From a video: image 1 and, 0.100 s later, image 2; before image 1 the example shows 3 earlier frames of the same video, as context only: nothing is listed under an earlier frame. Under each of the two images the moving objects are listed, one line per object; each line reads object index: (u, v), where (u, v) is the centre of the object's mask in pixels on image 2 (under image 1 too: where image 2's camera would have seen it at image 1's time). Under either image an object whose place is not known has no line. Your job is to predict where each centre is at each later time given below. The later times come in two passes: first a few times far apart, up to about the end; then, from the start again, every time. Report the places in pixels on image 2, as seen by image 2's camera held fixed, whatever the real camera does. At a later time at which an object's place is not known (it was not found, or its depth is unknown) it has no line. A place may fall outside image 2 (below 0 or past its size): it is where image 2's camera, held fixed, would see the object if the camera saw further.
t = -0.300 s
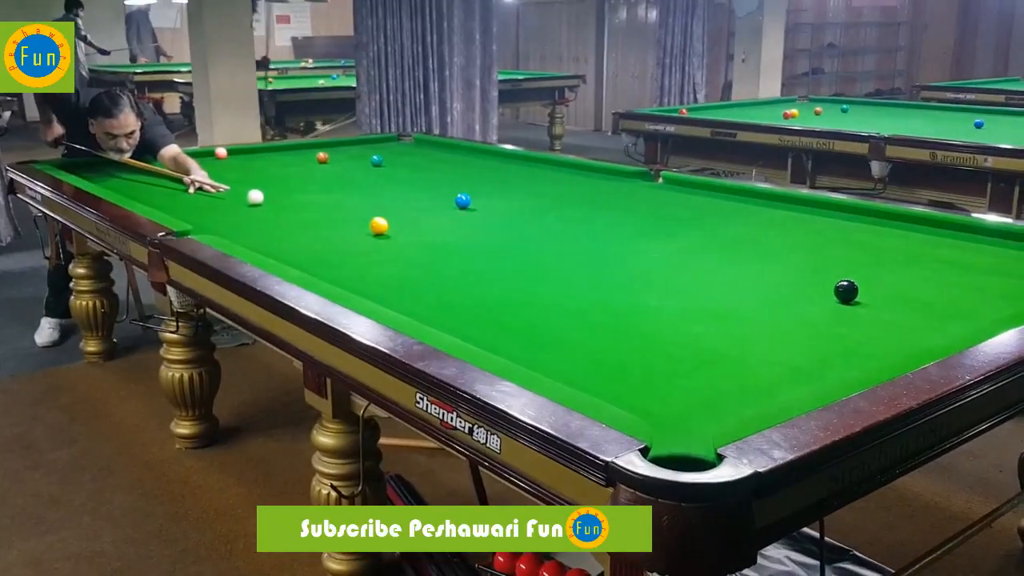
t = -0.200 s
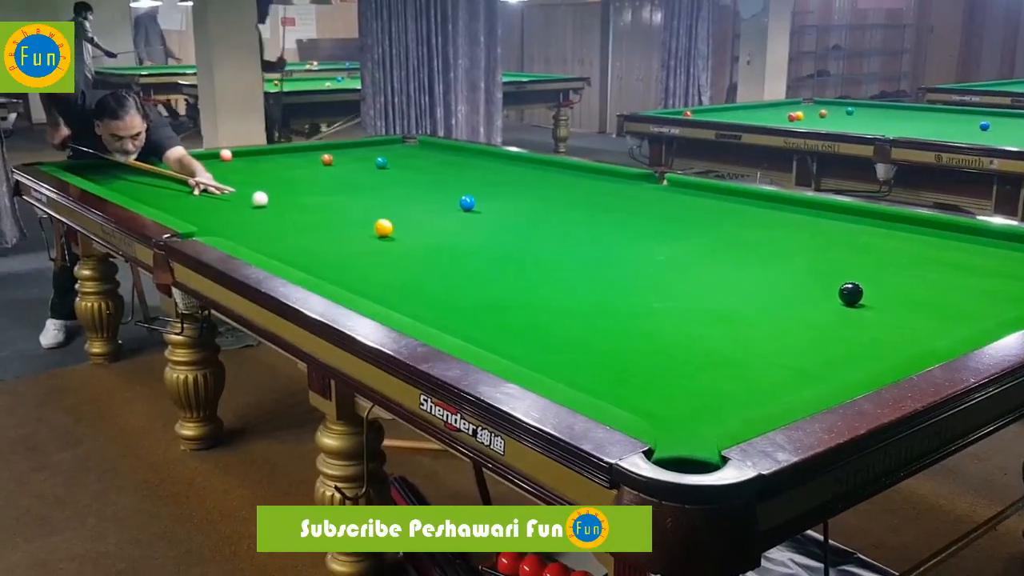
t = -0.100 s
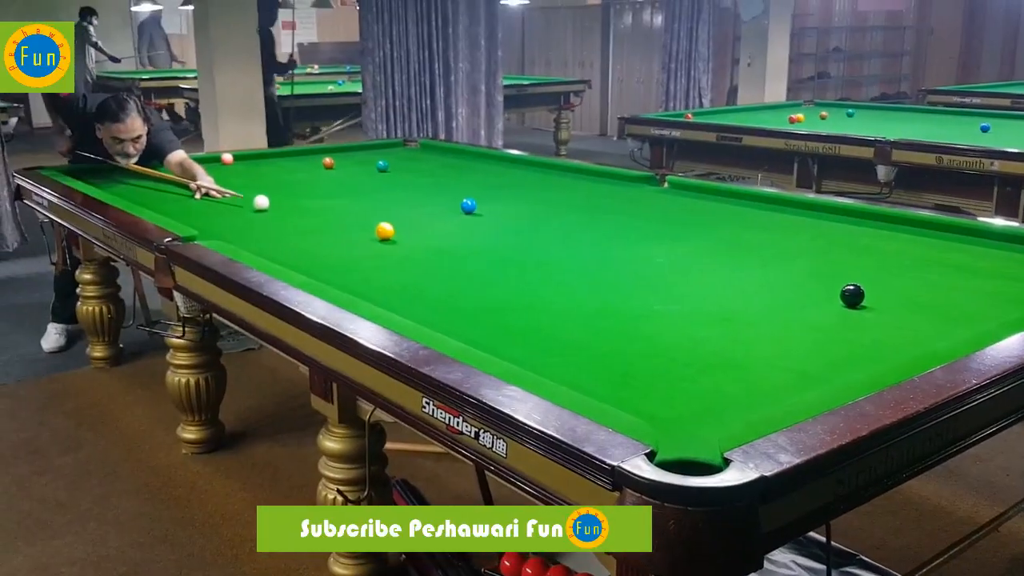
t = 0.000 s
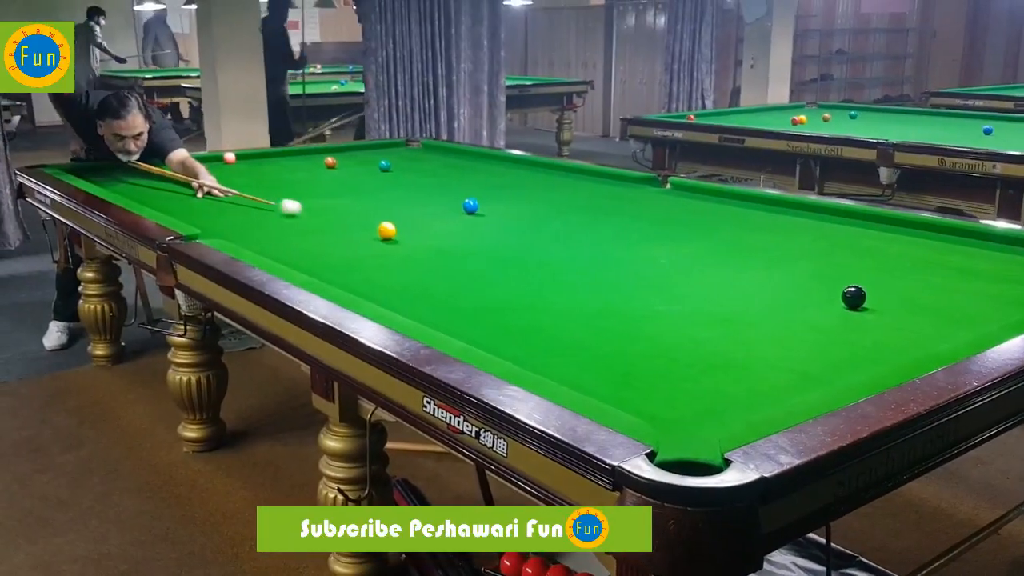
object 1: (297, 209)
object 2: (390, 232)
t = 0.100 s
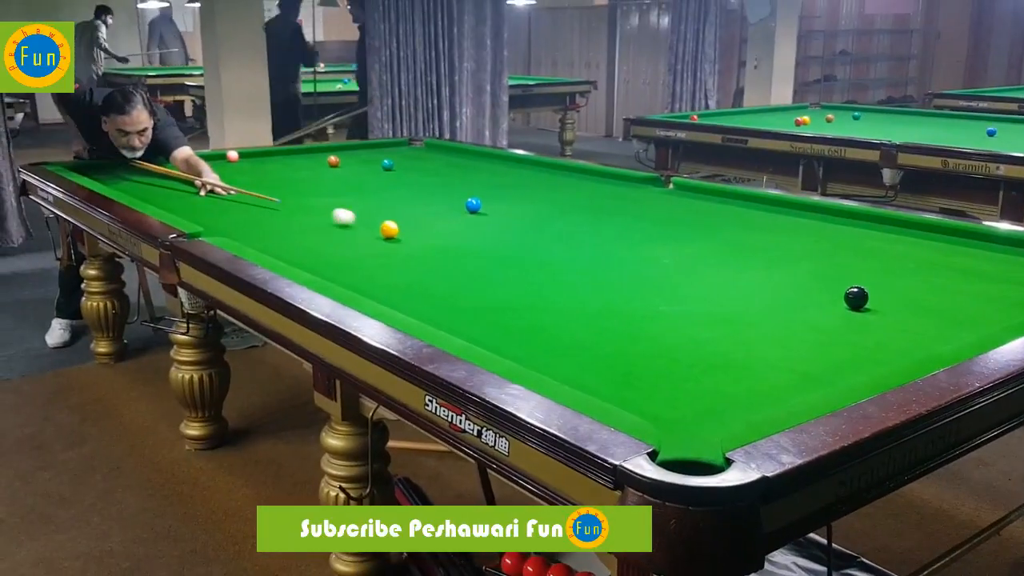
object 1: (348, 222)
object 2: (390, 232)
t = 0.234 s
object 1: (399, 224)
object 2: (403, 239)
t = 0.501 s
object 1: (466, 225)
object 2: (464, 272)
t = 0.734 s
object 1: (527, 228)
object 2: (524, 305)
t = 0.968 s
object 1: (584, 228)
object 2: (602, 349)
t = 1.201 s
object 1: (631, 223)
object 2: (707, 407)
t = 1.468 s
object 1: (688, 222)
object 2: (614, 385)
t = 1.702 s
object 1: (736, 221)
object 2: (516, 353)
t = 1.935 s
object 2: (451, 327)
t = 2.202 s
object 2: (404, 305)
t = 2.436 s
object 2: (370, 289)
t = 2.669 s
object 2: (341, 274)
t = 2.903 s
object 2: (315, 261)
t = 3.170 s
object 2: (291, 248)
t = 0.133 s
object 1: (364, 225)
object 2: (390, 232)
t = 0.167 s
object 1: (377, 226)
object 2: (390, 232)
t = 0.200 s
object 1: (388, 223)
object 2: (395, 234)
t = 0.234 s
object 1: (399, 224)
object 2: (403, 239)
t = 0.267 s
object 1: (407, 224)
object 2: (411, 243)
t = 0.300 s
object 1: (415, 225)
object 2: (418, 247)
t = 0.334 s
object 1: (424, 225)
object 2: (426, 251)
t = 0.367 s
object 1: (433, 226)
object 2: (434, 256)
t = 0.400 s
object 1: (441, 226)
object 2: (441, 260)
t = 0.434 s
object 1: (453, 229)
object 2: (449, 264)
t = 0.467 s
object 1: (458, 225)
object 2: (456, 268)
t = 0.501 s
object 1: (466, 225)
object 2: (464, 272)
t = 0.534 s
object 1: (475, 225)
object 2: (471, 276)
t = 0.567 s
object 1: (483, 225)
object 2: (479, 281)
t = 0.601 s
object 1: (495, 228)
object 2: (488, 286)
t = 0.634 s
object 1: (500, 225)
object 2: (496, 290)
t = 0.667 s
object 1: (512, 229)
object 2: (505, 295)
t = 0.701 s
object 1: (521, 229)
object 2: (515, 300)
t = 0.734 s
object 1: (527, 228)
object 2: (524, 305)
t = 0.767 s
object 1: (537, 229)
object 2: (534, 311)
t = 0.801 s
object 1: (545, 228)
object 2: (544, 317)
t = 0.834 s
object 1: (552, 228)
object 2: (555, 322)
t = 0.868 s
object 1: (561, 230)
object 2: (566, 329)
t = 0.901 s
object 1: (567, 227)
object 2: (578, 335)
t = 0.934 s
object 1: (577, 229)
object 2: (589, 342)
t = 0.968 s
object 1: (584, 228)
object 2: (602, 349)
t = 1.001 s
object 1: (590, 228)
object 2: (615, 356)
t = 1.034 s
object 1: (598, 228)
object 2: (628, 364)
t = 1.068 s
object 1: (605, 227)
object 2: (642, 372)
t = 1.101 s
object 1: (612, 227)
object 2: (657, 380)
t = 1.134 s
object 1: (620, 228)
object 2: (673, 388)
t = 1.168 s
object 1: (628, 228)
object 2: (690, 397)
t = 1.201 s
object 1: (631, 223)
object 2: (707, 407)
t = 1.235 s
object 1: (638, 223)
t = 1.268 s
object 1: (645, 223)
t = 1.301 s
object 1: (652, 223)
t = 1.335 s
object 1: (660, 223)
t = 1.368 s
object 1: (667, 222)
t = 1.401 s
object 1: (674, 222)
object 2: (646, 394)
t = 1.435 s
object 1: (681, 222)
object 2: (629, 390)
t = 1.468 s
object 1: (688, 222)
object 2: (614, 385)
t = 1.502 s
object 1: (695, 222)
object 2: (598, 380)
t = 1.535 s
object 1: (702, 222)
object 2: (584, 375)
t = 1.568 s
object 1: (708, 221)
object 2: (569, 371)
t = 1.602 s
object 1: (715, 221)
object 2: (555, 366)
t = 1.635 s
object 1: (722, 221)
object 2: (541, 362)
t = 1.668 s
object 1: (729, 221)
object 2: (528, 357)
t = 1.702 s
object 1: (736, 221)
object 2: (516, 353)
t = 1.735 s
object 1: (742, 221)
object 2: (503, 349)
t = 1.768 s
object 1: (749, 220)
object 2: (491, 345)
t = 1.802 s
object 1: (755, 220)
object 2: (479, 341)
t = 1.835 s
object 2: (471, 337)
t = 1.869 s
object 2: (464, 334)
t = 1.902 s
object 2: (457, 330)
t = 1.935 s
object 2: (451, 327)
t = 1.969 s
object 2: (444, 324)
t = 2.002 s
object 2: (438, 321)
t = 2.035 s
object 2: (432, 318)
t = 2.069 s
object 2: (426, 315)
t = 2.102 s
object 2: (421, 313)
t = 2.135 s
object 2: (415, 310)
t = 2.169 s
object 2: (409, 307)
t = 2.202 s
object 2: (404, 305)
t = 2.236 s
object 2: (399, 302)
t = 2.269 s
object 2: (393, 300)
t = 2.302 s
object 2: (388, 297)
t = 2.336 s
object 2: (384, 295)
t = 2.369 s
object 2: (379, 293)
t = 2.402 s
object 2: (374, 291)
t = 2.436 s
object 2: (370, 289)
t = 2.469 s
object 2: (365, 286)
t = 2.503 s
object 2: (361, 284)
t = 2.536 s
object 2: (357, 282)
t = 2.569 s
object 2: (353, 280)
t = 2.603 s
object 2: (349, 278)
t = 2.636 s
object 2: (345, 276)
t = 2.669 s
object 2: (341, 274)
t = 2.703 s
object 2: (337, 272)
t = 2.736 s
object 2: (333, 271)
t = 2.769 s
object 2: (330, 269)
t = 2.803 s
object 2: (326, 267)
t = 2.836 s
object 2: (322, 265)
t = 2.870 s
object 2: (319, 263)
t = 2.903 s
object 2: (315, 261)
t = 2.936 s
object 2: (312, 260)
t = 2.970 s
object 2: (309, 257)
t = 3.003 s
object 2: (306, 256)
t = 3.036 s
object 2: (303, 254)
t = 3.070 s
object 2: (300, 253)
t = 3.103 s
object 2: (297, 251)
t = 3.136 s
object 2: (294, 250)
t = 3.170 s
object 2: (291, 248)
